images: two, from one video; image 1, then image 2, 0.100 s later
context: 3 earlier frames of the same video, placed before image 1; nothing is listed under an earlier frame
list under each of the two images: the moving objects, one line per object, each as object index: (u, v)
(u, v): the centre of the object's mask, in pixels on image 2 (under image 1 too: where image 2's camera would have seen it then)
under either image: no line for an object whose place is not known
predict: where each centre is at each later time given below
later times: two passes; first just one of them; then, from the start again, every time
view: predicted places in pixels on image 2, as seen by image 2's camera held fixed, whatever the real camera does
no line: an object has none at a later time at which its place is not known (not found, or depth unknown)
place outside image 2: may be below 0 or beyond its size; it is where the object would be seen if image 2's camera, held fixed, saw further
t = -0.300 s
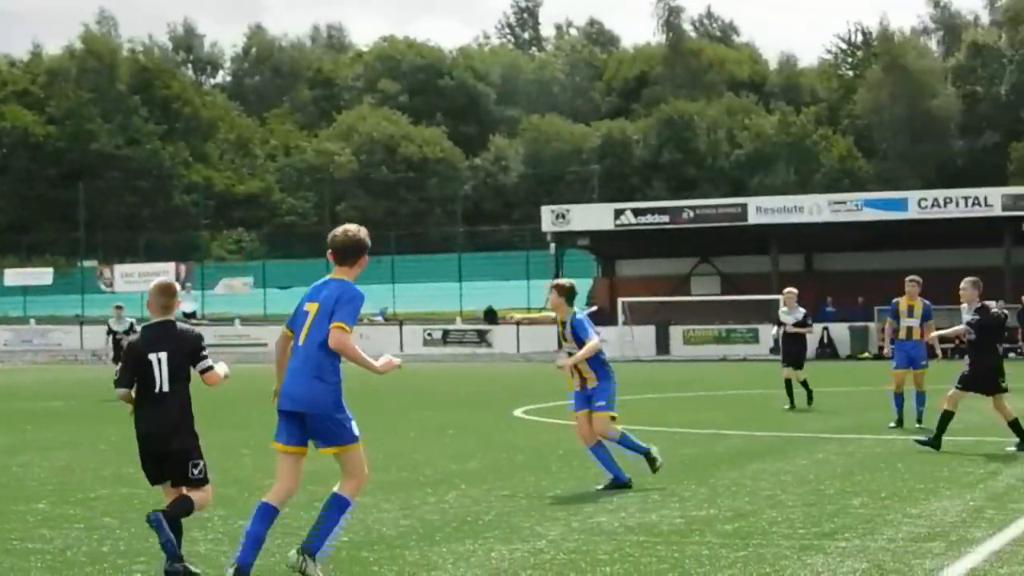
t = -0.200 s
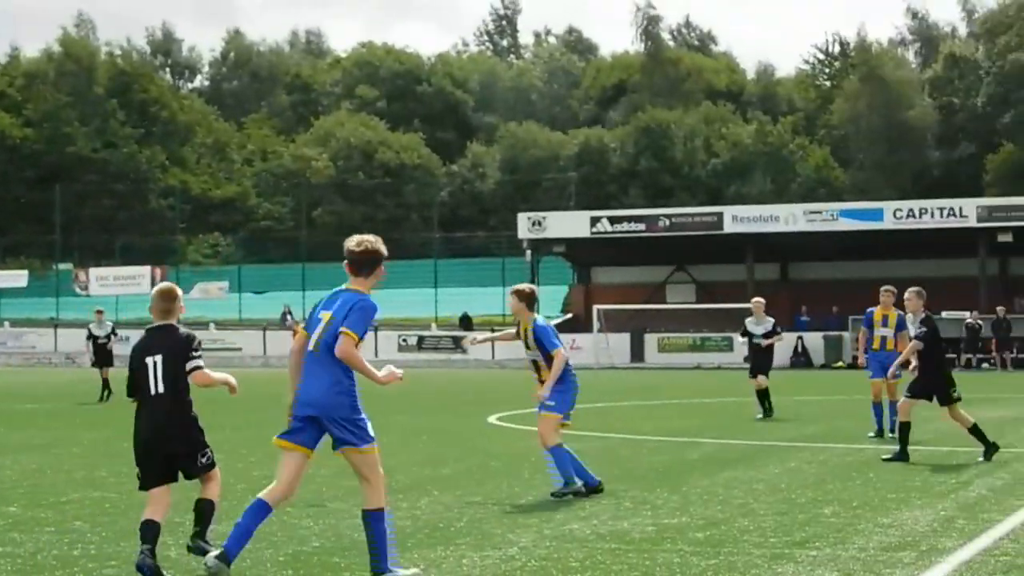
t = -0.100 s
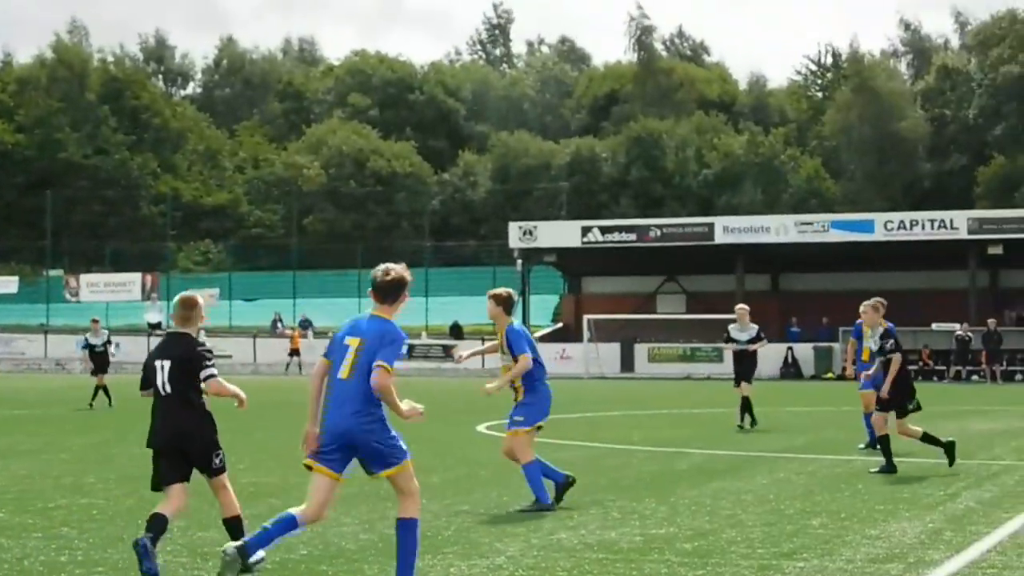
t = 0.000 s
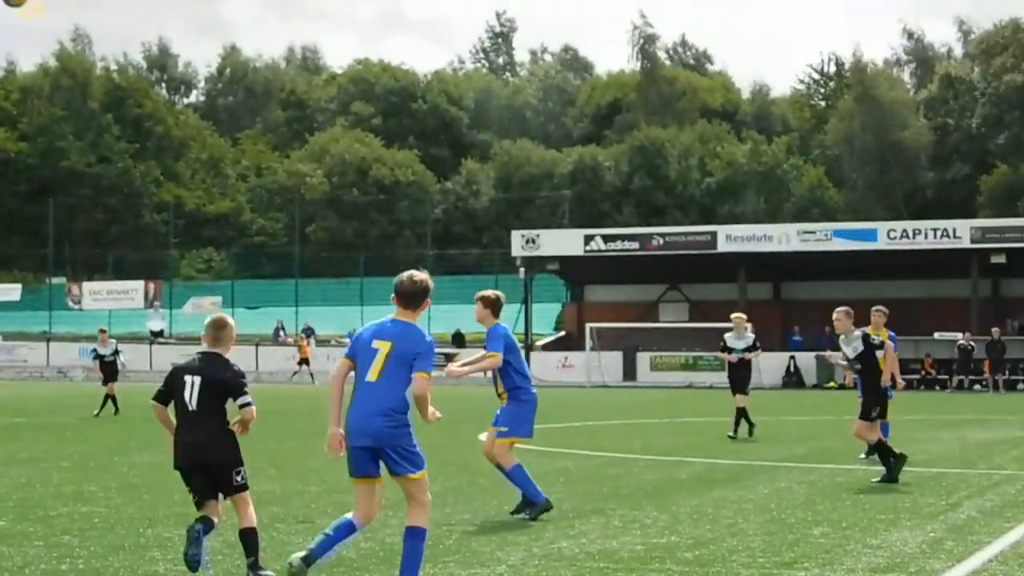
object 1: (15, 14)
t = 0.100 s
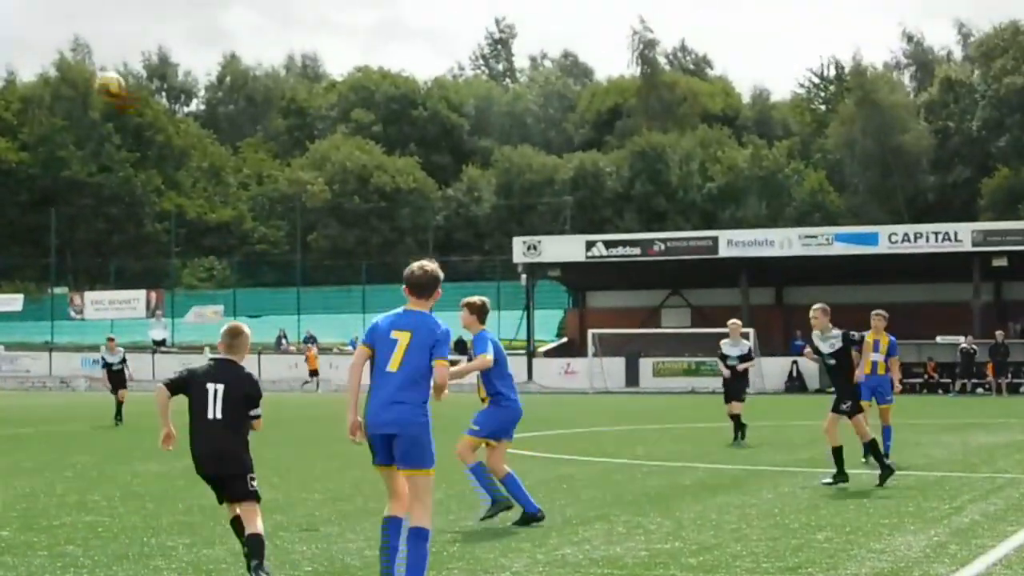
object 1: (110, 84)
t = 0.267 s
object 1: (279, 251)
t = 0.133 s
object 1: (142, 114)
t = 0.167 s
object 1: (176, 145)
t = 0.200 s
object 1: (210, 178)
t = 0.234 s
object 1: (245, 213)
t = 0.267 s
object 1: (279, 251)
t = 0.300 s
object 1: (315, 288)
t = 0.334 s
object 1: (350, 328)
